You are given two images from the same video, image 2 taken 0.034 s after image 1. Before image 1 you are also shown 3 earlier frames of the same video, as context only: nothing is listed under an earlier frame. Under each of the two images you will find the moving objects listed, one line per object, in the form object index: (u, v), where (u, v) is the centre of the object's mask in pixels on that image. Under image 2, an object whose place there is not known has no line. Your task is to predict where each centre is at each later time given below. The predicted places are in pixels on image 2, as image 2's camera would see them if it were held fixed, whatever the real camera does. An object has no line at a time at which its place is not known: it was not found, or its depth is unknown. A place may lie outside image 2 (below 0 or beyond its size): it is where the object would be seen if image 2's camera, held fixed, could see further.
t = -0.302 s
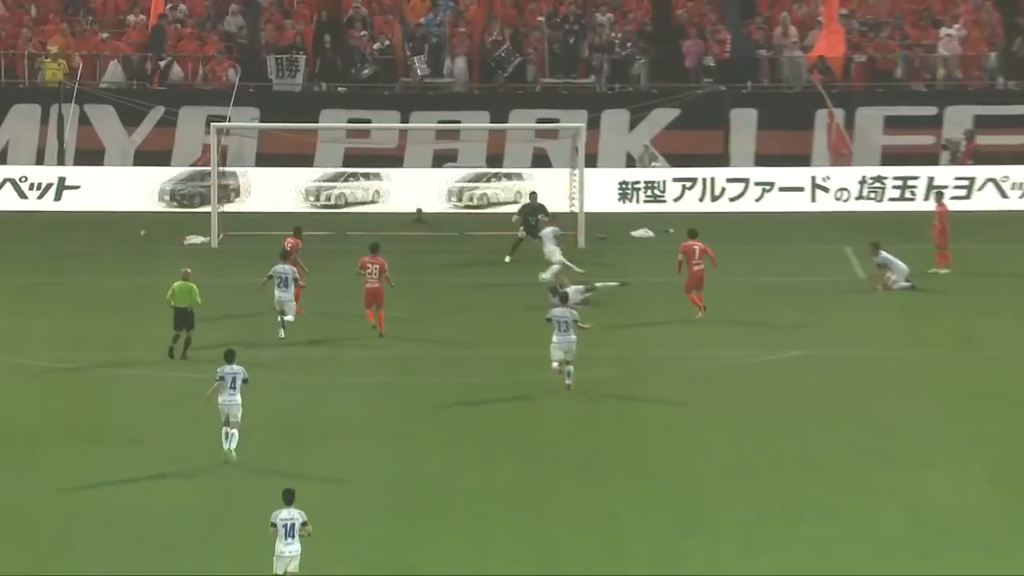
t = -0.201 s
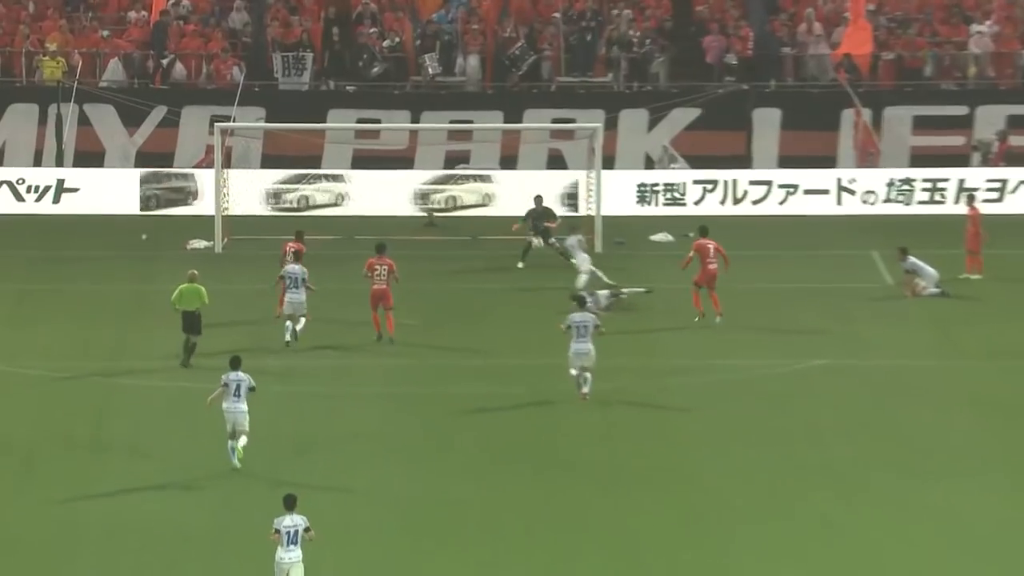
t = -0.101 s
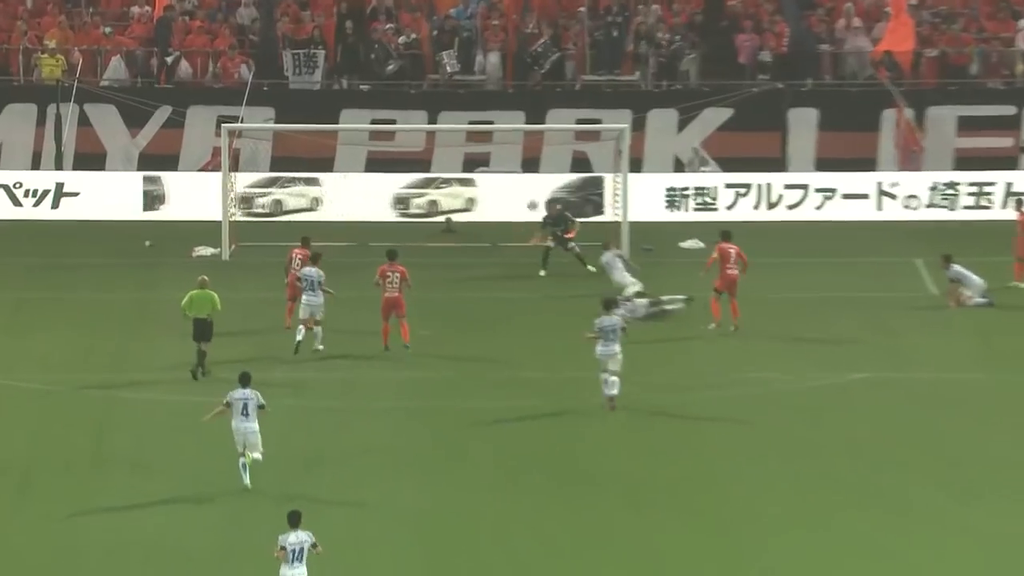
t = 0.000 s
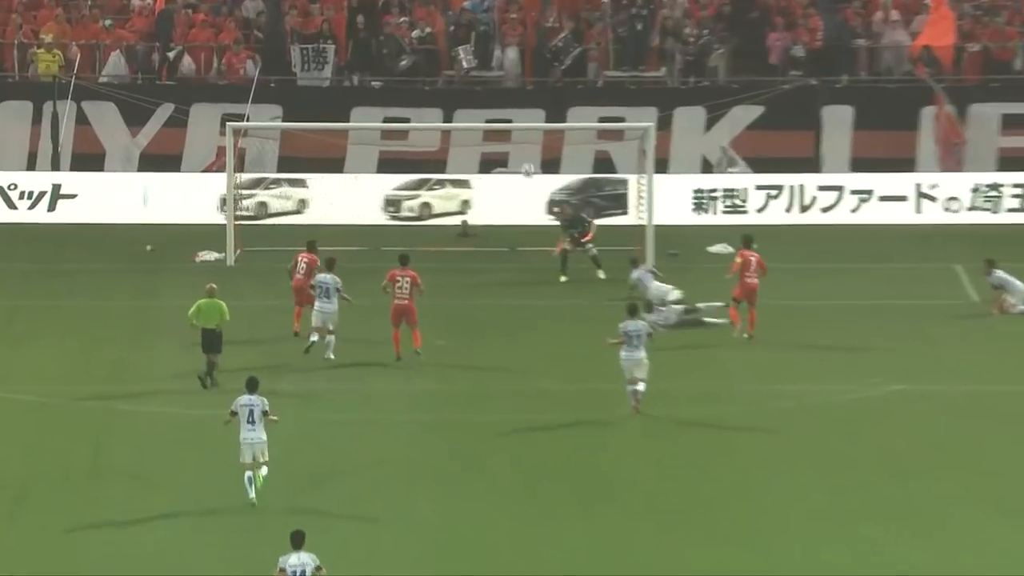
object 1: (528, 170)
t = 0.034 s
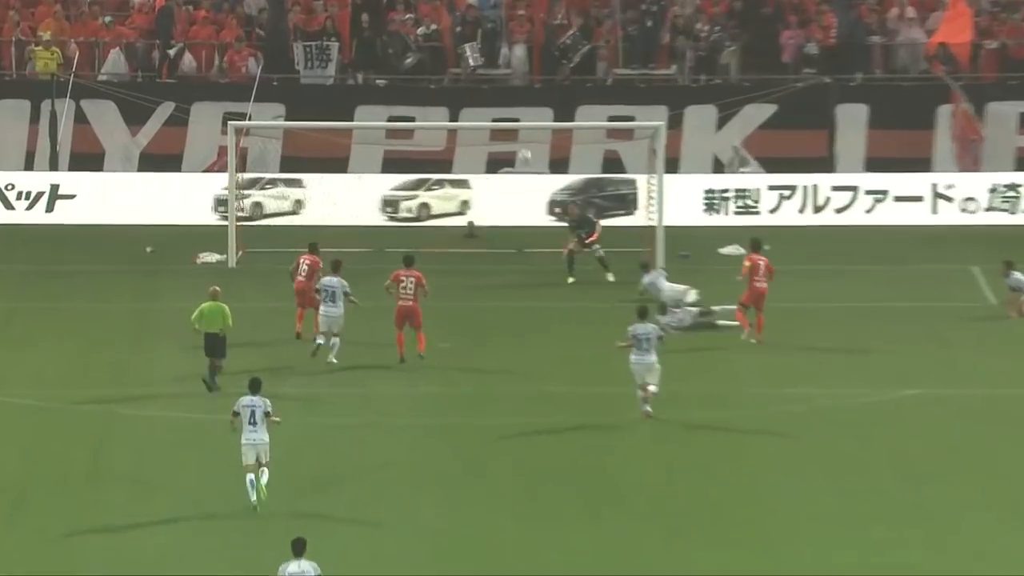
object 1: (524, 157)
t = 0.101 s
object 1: (504, 132)
